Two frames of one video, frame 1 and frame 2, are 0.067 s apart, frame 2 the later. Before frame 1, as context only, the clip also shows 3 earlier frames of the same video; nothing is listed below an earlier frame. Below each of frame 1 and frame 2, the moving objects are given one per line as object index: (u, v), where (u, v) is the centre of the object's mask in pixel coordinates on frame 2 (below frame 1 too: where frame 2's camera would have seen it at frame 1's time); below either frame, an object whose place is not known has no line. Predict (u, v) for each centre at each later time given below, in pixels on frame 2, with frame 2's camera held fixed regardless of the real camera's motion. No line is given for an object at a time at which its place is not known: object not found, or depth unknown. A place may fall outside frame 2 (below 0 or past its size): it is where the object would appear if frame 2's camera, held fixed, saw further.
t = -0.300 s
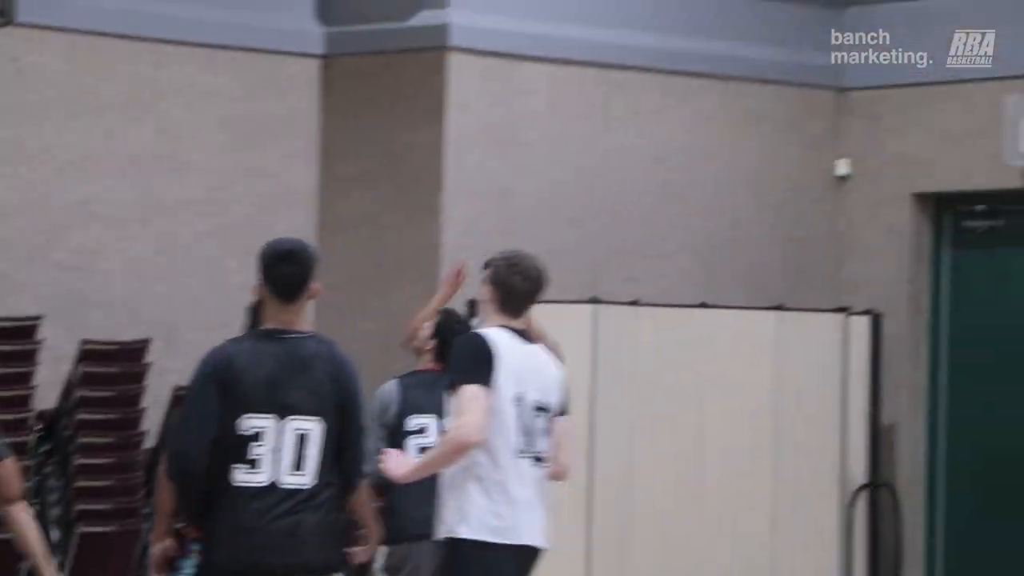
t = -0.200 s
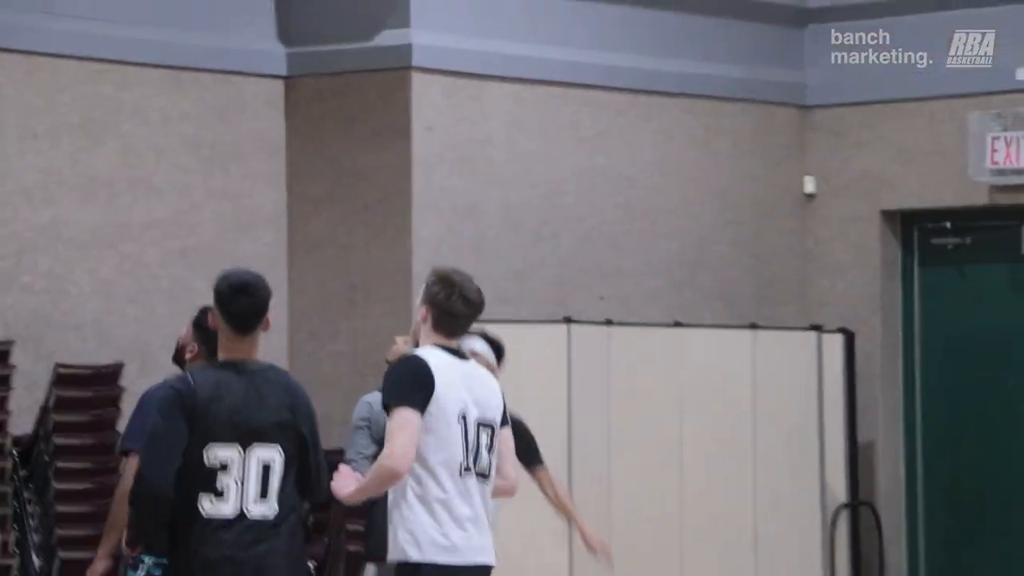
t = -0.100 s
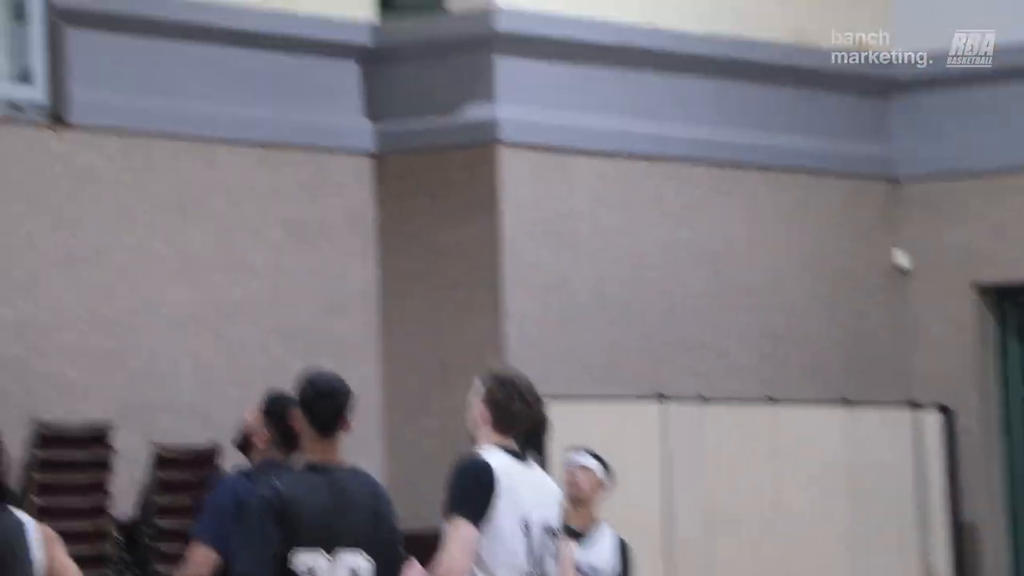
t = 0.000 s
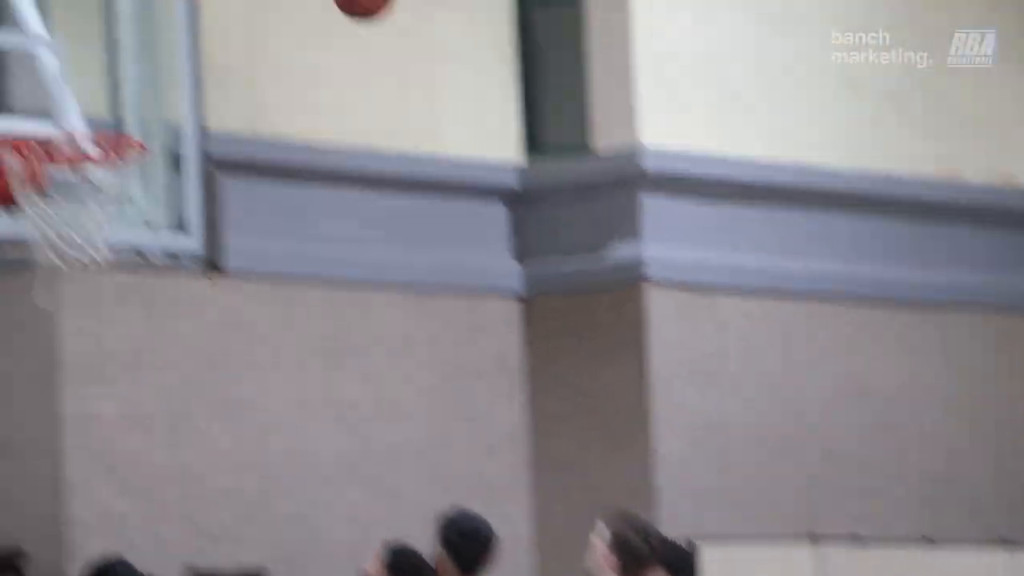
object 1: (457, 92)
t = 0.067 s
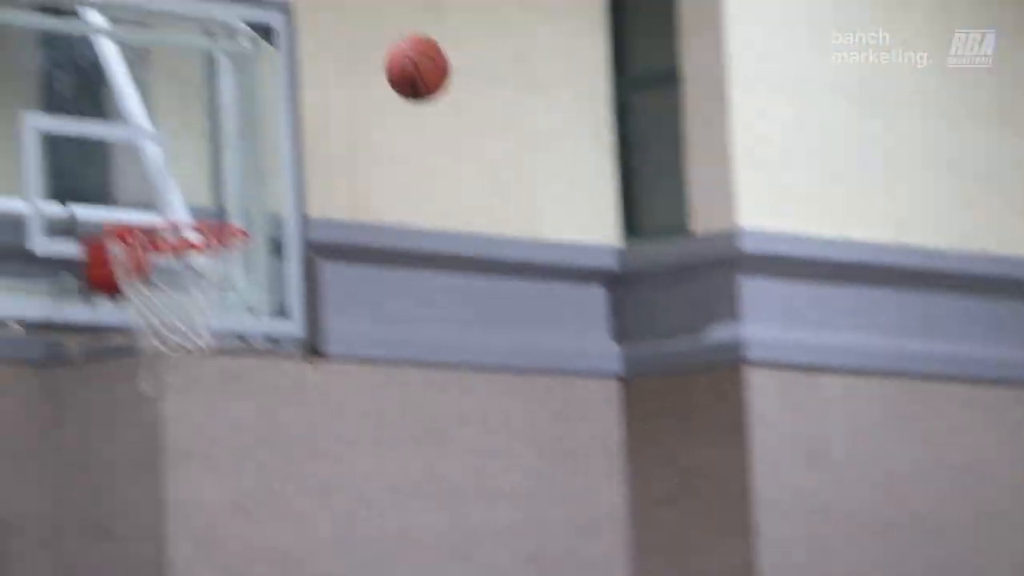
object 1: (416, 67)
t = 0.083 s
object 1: (406, 68)
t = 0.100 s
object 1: (395, 71)
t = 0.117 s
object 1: (385, 74)
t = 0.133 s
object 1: (375, 78)
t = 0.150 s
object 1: (365, 81)
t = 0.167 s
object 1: (355, 86)
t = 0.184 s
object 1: (344, 92)
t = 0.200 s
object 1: (334, 97)
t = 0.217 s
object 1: (323, 104)
